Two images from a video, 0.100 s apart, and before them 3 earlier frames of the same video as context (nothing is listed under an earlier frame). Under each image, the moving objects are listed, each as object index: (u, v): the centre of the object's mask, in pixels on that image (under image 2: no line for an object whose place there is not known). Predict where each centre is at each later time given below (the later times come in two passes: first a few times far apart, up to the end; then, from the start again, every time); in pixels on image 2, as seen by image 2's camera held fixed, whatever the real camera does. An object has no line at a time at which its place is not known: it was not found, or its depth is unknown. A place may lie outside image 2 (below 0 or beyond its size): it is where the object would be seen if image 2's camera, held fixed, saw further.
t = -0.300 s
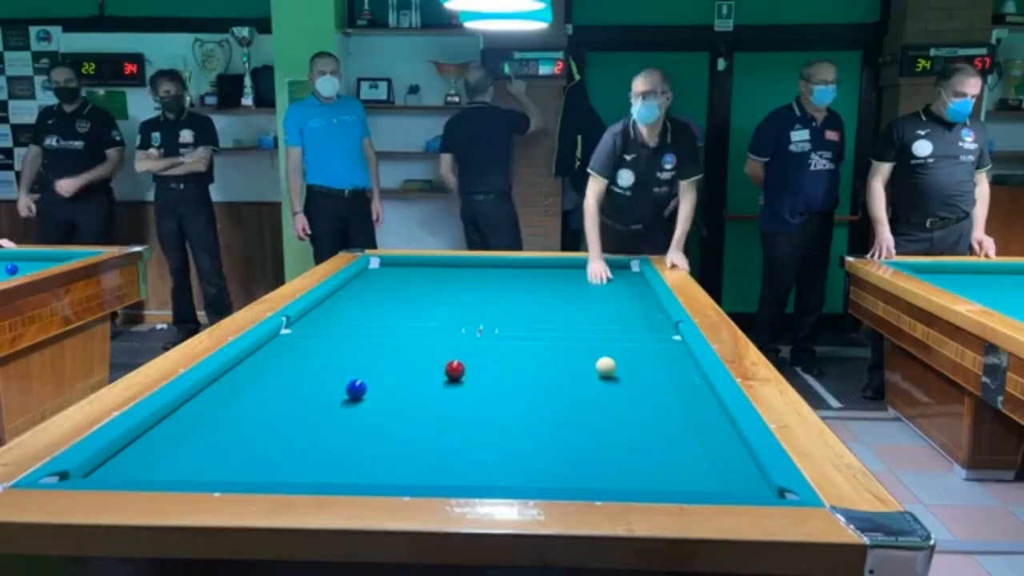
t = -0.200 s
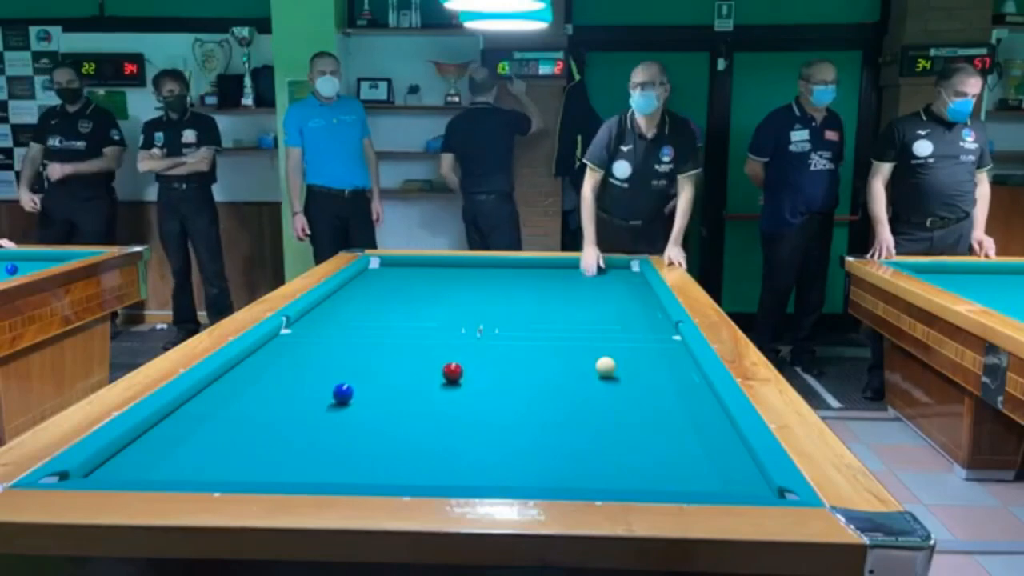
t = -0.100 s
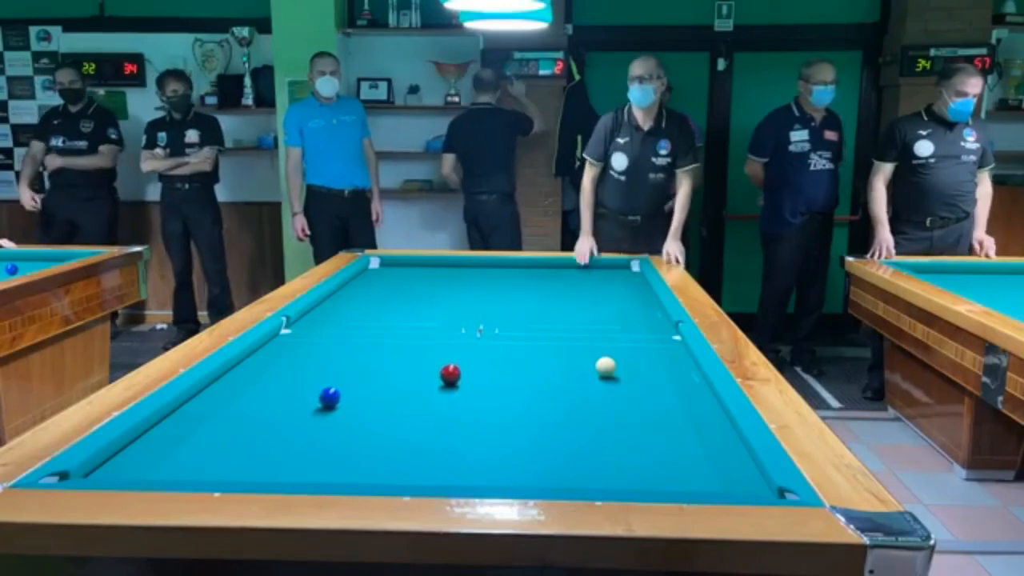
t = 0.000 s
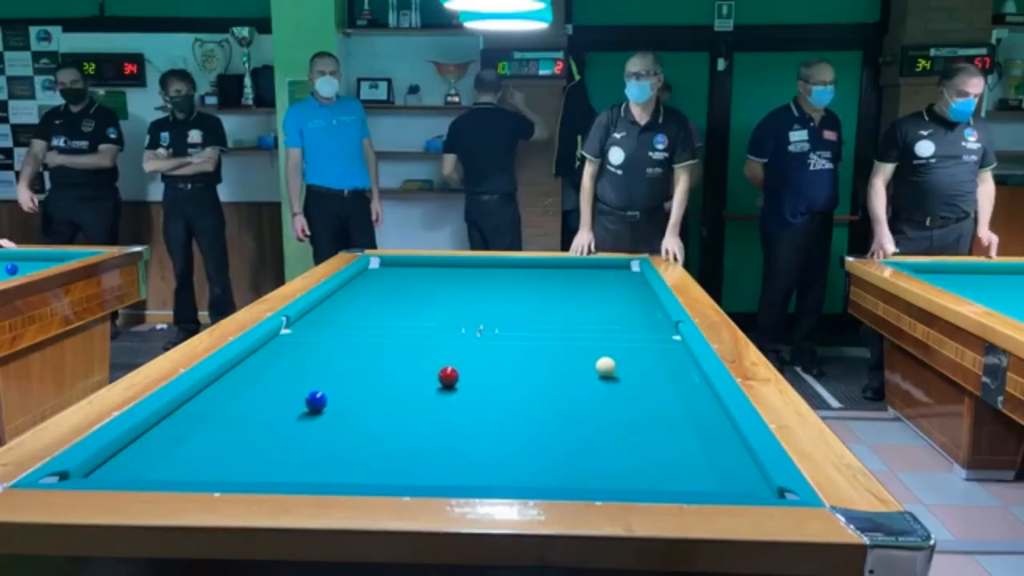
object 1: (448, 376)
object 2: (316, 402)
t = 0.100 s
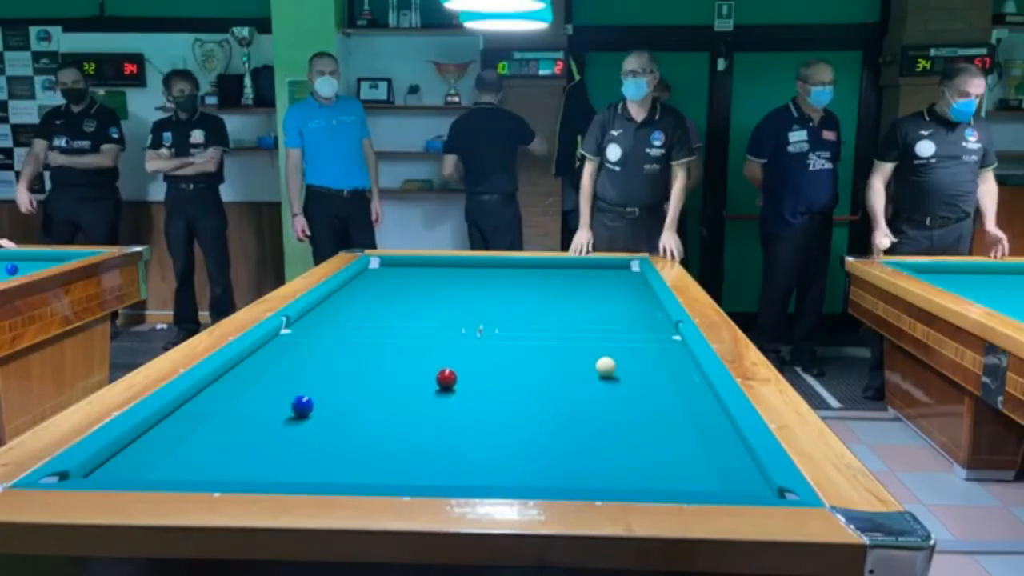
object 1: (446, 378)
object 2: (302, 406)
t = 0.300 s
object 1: (442, 383)
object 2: (274, 415)
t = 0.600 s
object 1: (436, 389)
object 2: (230, 428)
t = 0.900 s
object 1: (430, 395)
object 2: (183, 443)
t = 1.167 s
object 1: (426, 400)
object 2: (138, 456)
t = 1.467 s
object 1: (421, 406)
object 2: (101, 468)
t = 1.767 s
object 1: (416, 411)
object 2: (98, 475)
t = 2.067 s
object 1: (412, 416)
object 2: (118, 473)
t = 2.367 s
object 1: (410, 421)
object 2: (137, 470)
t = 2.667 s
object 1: (408, 425)
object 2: (153, 467)
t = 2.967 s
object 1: (406, 429)
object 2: (166, 464)
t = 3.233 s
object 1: (404, 431)
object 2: (177, 462)
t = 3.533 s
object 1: (403, 434)
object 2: (187, 458)
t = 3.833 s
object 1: (402, 436)
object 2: (195, 456)
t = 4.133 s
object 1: (402, 437)
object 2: (201, 454)
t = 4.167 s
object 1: (402, 437)
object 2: (202, 454)
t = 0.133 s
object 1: (446, 379)
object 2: (298, 408)
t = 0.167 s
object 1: (445, 380)
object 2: (293, 409)
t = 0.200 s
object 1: (444, 381)
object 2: (288, 410)
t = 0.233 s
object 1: (444, 381)
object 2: (283, 412)
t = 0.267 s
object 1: (443, 382)
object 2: (279, 414)
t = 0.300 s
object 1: (442, 383)
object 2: (274, 415)
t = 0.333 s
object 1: (442, 383)
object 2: (269, 416)
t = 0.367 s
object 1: (441, 384)
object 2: (264, 418)
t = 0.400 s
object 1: (440, 384)
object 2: (259, 419)
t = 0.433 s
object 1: (440, 385)
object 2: (254, 421)
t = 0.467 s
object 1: (439, 386)
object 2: (249, 422)
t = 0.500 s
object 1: (438, 387)
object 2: (245, 424)
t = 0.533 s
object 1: (438, 387)
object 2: (239, 425)
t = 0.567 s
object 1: (437, 388)
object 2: (235, 427)
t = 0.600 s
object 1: (436, 389)
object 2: (230, 428)
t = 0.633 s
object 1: (436, 389)
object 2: (225, 430)
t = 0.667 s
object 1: (435, 390)
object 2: (219, 431)
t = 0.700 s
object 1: (434, 391)
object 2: (215, 433)
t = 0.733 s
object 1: (433, 391)
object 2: (209, 435)
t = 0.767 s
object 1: (433, 392)
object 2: (204, 436)
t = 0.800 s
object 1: (432, 393)
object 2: (199, 438)
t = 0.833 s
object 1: (432, 394)
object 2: (194, 439)
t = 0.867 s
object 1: (431, 395)
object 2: (188, 441)
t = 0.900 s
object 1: (430, 395)
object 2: (183, 443)
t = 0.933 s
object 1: (430, 396)
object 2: (177, 444)
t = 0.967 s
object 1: (429, 396)
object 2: (172, 446)
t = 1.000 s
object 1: (429, 397)
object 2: (167, 447)
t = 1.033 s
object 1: (428, 398)
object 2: (161, 449)
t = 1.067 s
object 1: (428, 398)
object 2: (155, 451)
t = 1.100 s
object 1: (427, 399)
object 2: (150, 453)
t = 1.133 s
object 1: (427, 400)
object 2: (144, 455)
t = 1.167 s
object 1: (426, 400)
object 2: (138, 456)
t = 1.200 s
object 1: (425, 401)
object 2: (133, 458)
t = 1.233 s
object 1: (425, 401)
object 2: (127, 460)
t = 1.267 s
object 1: (424, 402)
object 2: (121, 461)
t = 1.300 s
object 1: (424, 403)
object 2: (116, 463)
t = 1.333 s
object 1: (423, 403)
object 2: (110, 464)
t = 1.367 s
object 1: (422, 404)
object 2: (104, 465)
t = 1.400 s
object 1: (422, 404)
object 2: (100, 467)
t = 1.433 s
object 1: (421, 405)
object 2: (102, 467)
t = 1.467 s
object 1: (421, 406)
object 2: (101, 468)
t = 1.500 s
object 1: (420, 406)
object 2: (101, 469)
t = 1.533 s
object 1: (420, 407)
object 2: (101, 469)
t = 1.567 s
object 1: (419, 408)
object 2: (101, 470)
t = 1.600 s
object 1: (418, 408)
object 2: (101, 471)
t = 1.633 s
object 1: (418, 409)
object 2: (101, 472)
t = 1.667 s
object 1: (417, 409)
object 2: (100, 472)
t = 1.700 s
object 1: (417, 410)
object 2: (99, 473)
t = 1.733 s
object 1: (417, 411)
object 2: (99, 474)
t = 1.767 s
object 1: (416, 411)
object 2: (98, 475)
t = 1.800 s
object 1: (416, 412)
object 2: (98, 476)
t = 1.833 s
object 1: (415, 412)
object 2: (100, 476)
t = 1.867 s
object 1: (415, 413)
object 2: (103, 475)
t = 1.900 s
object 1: (414, 413)
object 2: (106, 474)
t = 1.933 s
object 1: (414, 414)
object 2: (109, 474)
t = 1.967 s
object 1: (414, 414)
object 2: (111, 474)
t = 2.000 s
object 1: (413, 415)
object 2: (113, 473)
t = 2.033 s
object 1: (413, 416)
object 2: (116, 473)
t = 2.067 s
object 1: (412, 416)
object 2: (118, 473)
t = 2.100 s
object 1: (412, 417)
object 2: (120, 473)
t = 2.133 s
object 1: (412, 417)
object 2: (122, 472)
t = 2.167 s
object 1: (412, 418)
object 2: (124, 472)
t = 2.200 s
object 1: (411, 418)
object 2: (127, 472)
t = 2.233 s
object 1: (411, 419)
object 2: (128, 471)
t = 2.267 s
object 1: (411, 419)
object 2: (131, 471)
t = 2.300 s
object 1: (411, 420)
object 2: (133, 471)
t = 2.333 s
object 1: (410, 420)
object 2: (135, 470)
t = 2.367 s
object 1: (410, 421)
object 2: (137, 470)
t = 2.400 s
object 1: (410, 422)
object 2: (138, 470)
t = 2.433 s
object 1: (409, 422)
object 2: (140, 470)
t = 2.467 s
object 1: (409, 422)
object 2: (142, 469)
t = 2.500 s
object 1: (409, 423)
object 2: (144, 469)
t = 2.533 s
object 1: (409, 423)
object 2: (146, 469)
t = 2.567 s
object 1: (409, 424)
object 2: (147, 468)
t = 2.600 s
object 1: (408, 424)
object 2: (149, 468)
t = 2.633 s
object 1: (408, 425)
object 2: (151, 468)
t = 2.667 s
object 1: (408, 425)
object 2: (153, 467)
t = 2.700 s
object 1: (408, 426)
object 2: (154, 467)
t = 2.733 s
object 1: (407, 426)
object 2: (156, 467)
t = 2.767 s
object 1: (407, 427)
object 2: (157, 466)
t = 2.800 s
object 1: (407, 427)
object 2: (159, 466)
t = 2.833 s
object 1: (407, 427)
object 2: (161, 466)
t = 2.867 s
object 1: (406, 428)
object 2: (162, 466)
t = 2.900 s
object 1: (406, 428)
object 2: (164, 465)
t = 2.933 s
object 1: (406, 428)
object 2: (165, 465)
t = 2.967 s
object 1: (406, 429)
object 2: (166, 464)
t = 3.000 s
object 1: (406, 429)
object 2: (168, 464)
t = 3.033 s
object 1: (405, 429)
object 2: (169, 464)
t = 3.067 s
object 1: (405, 430)
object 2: (171, 464)
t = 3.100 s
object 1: (405, 430)
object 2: (172, 463)
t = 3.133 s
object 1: (405, 430)
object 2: (173, 463)
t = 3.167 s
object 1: (404, 431)
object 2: (174, 463)
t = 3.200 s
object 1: (404, 431)
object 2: (176, 462)
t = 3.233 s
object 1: (404, 431)
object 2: (177, 462)
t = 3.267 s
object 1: (404, 432)
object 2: (178, 461)
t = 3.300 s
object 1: (404, 432)
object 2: (179, 461)
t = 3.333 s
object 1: (404, 432)
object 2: (180, 461)
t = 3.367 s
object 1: (404, 433)
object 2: (182, 461)
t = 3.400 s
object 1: (403, 433)
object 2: (183, 460)
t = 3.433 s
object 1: (403, 433)
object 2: (184, 460)
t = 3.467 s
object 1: (403, 433)
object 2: (185, 459)
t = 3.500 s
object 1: (403, 433)
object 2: (186, 459)
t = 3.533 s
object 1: (403, 434)
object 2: (187, 458)
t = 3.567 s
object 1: (403, 434)
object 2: (188, 458)
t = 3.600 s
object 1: (403, 434)
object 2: (189, 458)
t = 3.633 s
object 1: (402, 435)
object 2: (190, 458)
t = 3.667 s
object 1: (402, 435)
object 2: (191, 458)
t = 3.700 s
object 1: (402, 435)
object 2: (192, 457)
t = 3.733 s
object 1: (402, 435)
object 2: (192, 457)
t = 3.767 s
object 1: (402, 435)
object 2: (193, 457)
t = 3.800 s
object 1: (402, 435)
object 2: (194, 456)
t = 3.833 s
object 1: (402, 436)
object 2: (195, 456)
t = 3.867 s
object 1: (402, 436)
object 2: (195, 456)
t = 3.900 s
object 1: (402, 436)
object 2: (196, 455)
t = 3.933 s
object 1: (402, 436)
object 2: (197, 455)
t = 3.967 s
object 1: (402, 436)
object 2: (198, 455)
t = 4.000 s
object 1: (402, 437)
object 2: (199, 455)
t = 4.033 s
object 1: (402, 437)
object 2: (200, 455)
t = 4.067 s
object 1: (402, 437)
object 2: (200, 454)
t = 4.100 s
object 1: (402, 437)
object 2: (201, 454)
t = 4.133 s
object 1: (402, 437)
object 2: (201, 454)
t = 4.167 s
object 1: (402, 437)
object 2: (202, 454)
